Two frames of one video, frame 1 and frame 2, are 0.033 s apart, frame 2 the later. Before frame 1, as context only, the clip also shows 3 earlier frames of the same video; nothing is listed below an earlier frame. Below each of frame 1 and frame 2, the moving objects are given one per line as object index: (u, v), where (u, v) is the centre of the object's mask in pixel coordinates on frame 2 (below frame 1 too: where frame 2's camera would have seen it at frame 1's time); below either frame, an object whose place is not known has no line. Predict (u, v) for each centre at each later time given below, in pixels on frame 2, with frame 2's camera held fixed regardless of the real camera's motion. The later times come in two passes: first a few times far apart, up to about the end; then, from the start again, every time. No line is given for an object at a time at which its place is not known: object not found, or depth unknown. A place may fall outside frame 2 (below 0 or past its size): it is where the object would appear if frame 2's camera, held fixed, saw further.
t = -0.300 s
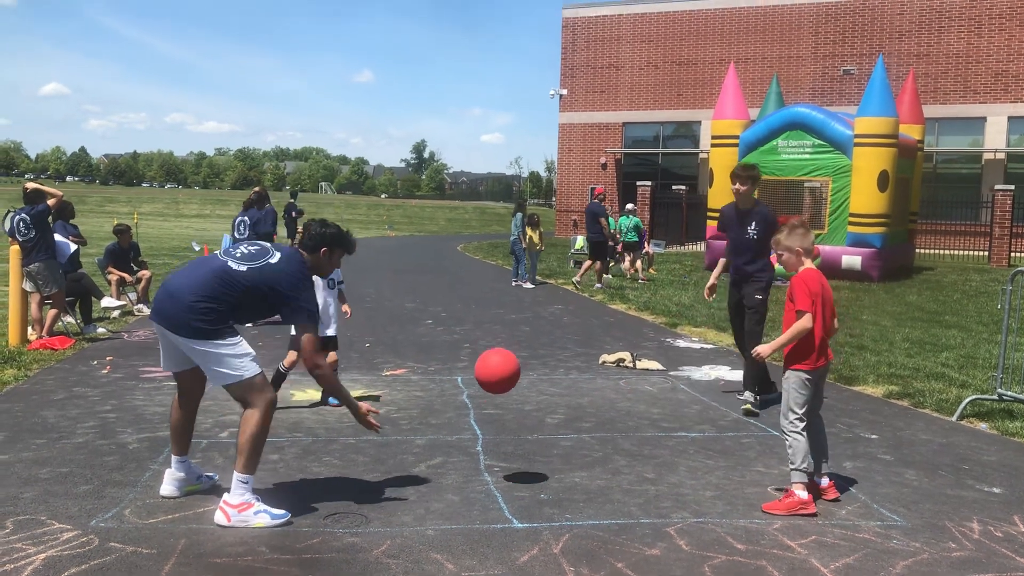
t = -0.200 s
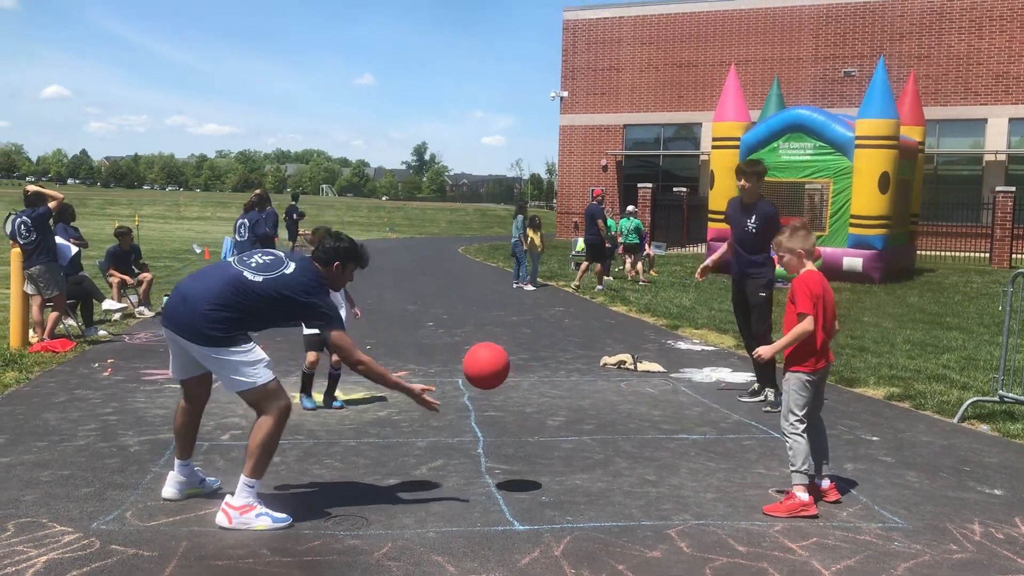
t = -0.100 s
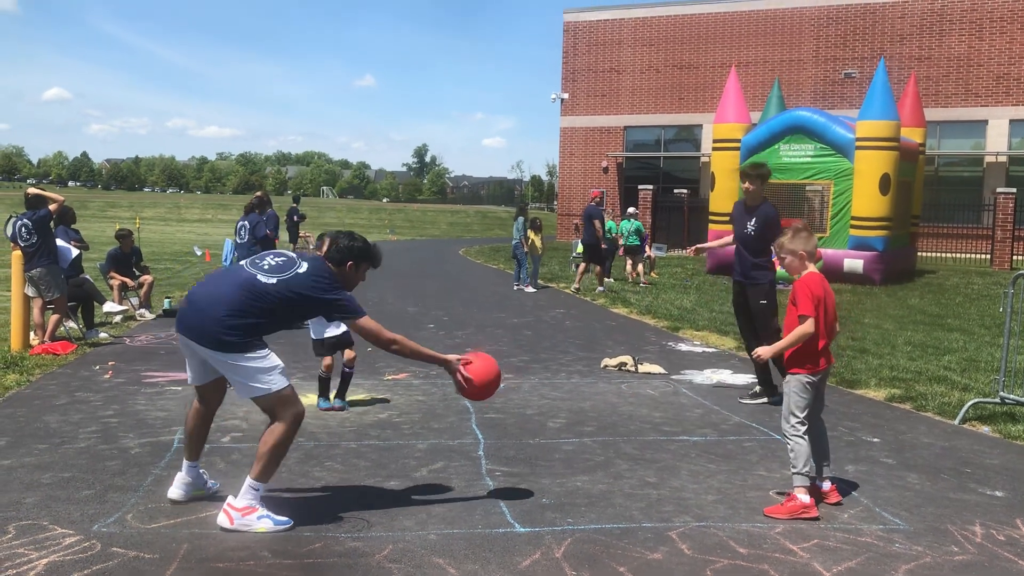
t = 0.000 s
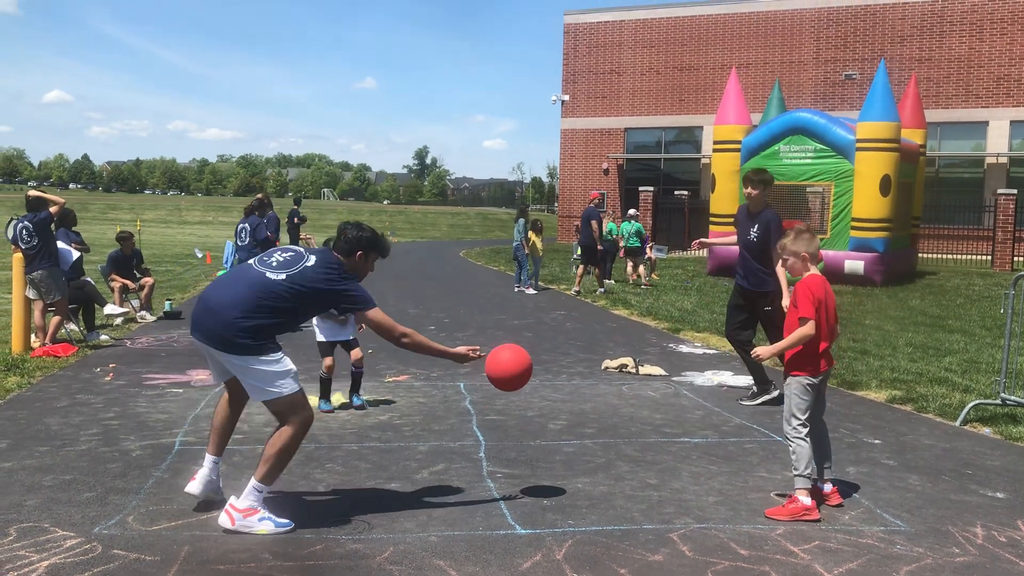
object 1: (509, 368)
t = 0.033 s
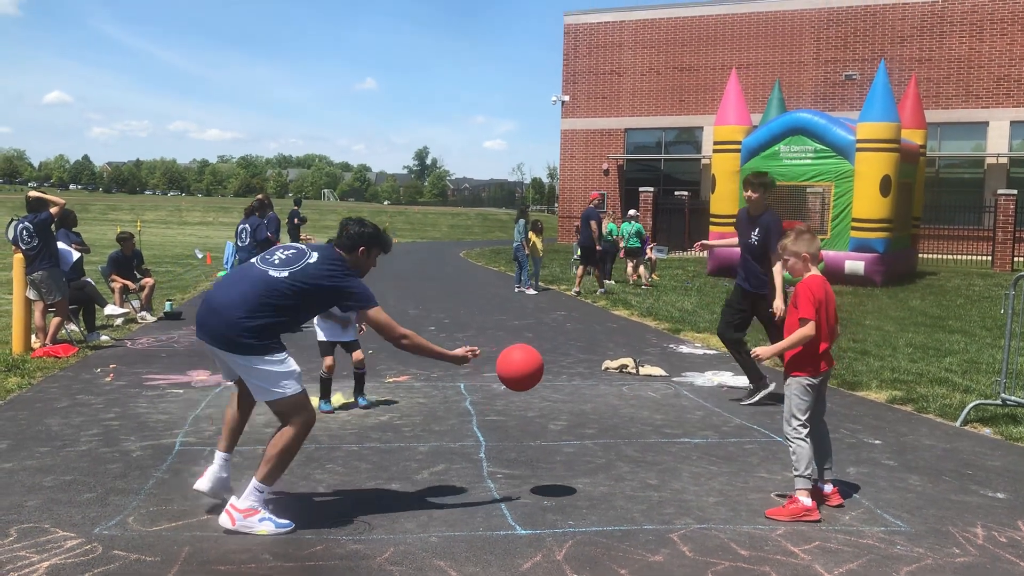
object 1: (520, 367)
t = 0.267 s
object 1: (593, 425)
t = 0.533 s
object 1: (653, 395)
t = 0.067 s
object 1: (531, 369)
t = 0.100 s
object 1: (542, 373)
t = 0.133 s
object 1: (552, 379)
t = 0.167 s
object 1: (563, 388)
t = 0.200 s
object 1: (573, 398)
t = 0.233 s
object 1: (583, 411)
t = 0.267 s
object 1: (593, 425)
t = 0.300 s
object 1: (602, 441)
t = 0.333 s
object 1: (612, 460)
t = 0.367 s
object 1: (620, 470)
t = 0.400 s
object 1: (626, 451)
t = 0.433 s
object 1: (633, 434)
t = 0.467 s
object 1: (640, 419)
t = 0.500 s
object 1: (646, 406)
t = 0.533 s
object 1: (653, 395)
